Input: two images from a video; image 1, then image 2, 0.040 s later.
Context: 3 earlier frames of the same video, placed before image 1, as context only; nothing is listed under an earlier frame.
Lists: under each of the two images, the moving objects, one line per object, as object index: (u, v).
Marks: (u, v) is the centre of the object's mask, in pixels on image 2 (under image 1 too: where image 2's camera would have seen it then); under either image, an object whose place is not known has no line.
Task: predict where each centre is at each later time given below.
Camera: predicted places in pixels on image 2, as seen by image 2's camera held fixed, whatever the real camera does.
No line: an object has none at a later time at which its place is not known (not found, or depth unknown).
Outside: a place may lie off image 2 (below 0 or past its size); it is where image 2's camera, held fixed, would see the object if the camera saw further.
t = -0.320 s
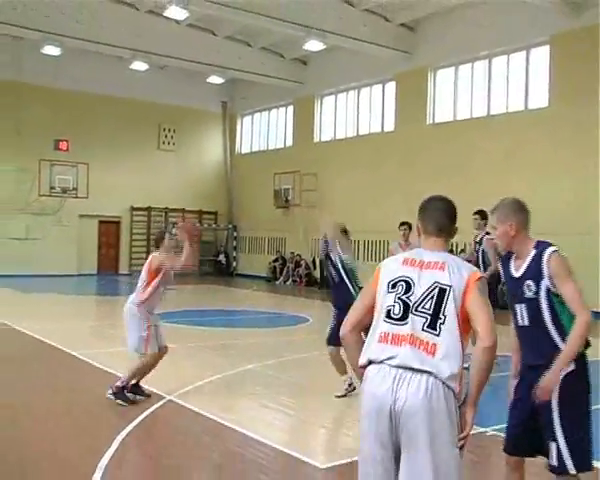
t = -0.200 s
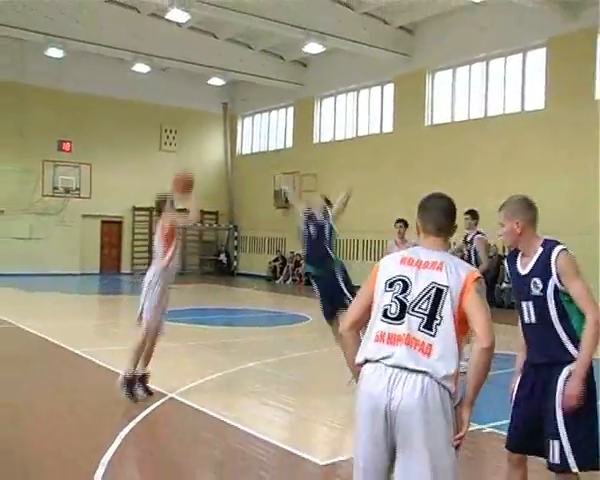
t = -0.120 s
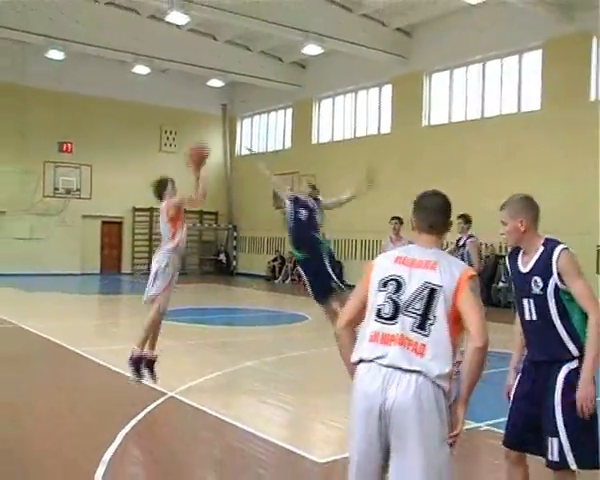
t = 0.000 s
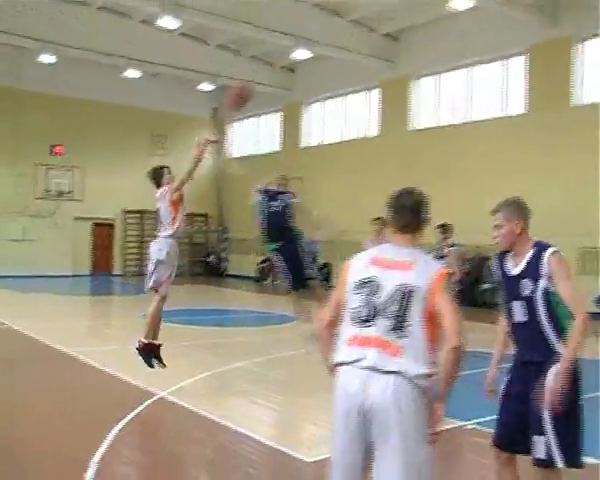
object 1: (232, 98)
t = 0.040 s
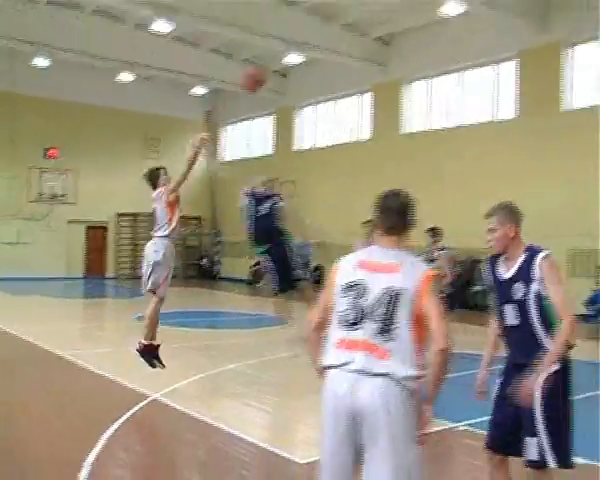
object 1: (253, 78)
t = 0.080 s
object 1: (274, 63)
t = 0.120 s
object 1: (298, 45)
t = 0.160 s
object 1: (319, 31)
